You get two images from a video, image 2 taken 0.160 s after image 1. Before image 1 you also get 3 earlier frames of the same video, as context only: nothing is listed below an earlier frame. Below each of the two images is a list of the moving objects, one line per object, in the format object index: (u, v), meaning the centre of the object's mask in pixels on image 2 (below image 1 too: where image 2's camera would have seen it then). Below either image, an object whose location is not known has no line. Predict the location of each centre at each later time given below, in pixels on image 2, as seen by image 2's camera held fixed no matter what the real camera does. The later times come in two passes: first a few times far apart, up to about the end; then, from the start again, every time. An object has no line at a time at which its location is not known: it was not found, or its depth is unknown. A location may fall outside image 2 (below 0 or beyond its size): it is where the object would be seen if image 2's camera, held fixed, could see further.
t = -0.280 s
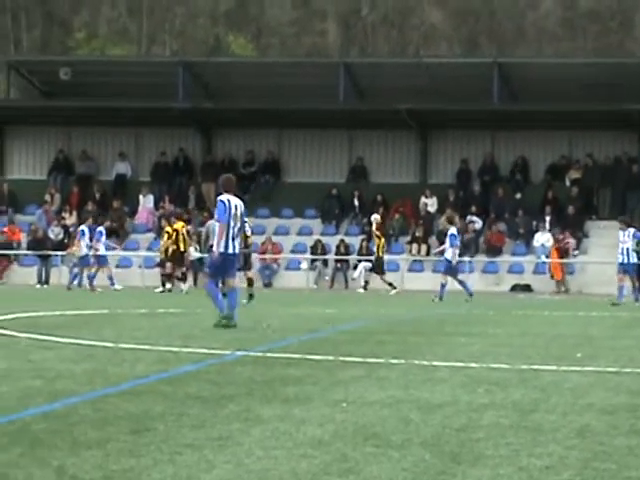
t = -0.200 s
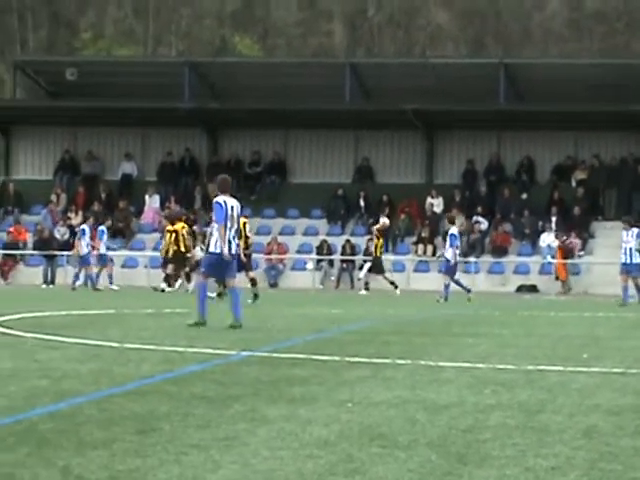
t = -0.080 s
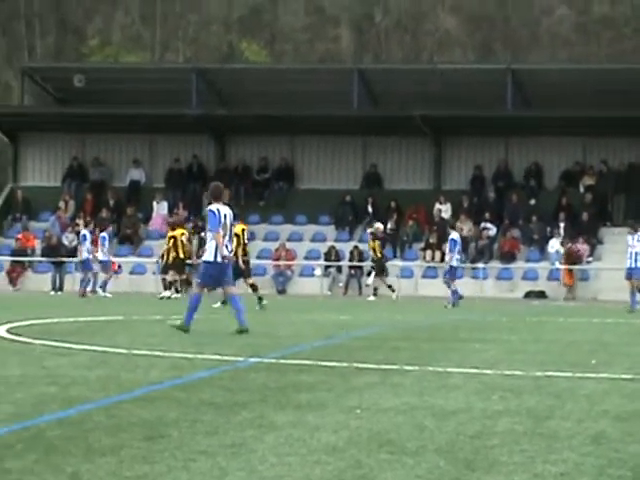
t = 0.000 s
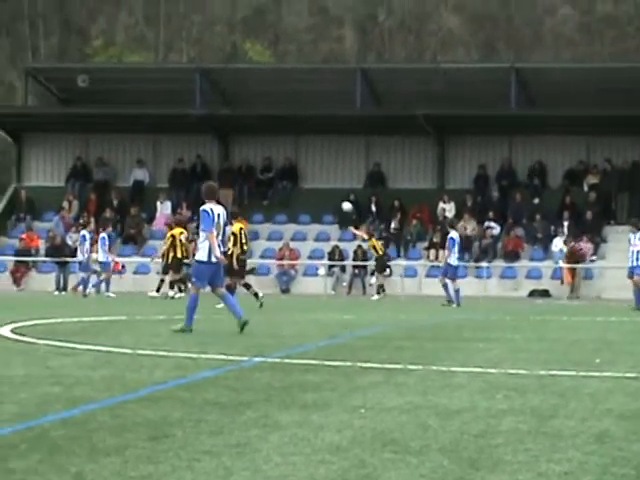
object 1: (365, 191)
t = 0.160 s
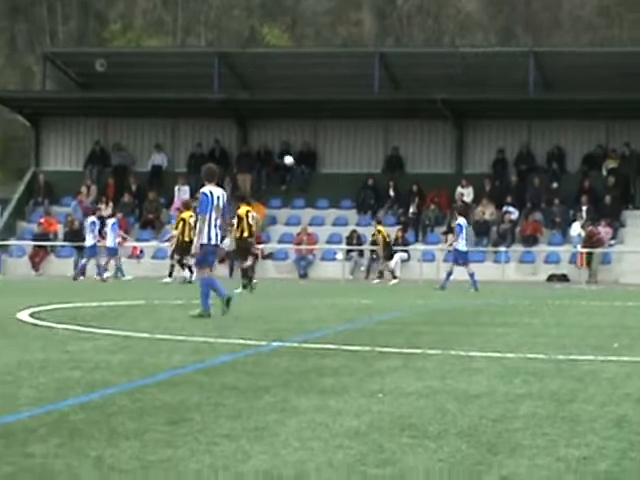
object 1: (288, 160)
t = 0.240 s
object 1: (251, 149)
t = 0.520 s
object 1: (120, 129)
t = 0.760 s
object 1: (9, 136)
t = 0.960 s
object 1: (-84, 159)
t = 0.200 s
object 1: (270, 154)
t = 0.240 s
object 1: (251, 149)
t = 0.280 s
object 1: (232, 144)
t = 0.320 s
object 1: (213, 140)
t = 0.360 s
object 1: (195, 137)
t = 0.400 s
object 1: (176, 134)
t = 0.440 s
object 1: (157, 132)
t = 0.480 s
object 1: (138, 130)
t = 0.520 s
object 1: (120, 129)
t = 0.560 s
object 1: (101, 129)
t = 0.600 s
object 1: (83, 129)
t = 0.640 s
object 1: (64, 130)
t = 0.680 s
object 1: (46, 132)
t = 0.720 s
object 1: (27, 134)
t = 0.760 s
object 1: (9, 136)
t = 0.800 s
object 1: (-10, 140)
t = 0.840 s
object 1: (-28, 144)
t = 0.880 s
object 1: (-47, 148)
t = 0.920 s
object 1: (-66, 153)
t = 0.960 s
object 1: (-84, 159)
